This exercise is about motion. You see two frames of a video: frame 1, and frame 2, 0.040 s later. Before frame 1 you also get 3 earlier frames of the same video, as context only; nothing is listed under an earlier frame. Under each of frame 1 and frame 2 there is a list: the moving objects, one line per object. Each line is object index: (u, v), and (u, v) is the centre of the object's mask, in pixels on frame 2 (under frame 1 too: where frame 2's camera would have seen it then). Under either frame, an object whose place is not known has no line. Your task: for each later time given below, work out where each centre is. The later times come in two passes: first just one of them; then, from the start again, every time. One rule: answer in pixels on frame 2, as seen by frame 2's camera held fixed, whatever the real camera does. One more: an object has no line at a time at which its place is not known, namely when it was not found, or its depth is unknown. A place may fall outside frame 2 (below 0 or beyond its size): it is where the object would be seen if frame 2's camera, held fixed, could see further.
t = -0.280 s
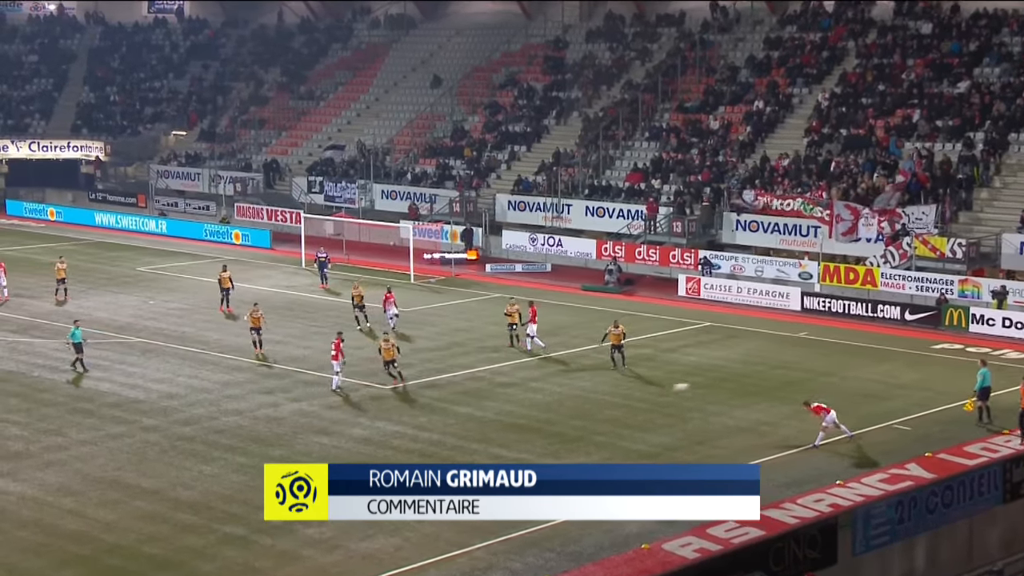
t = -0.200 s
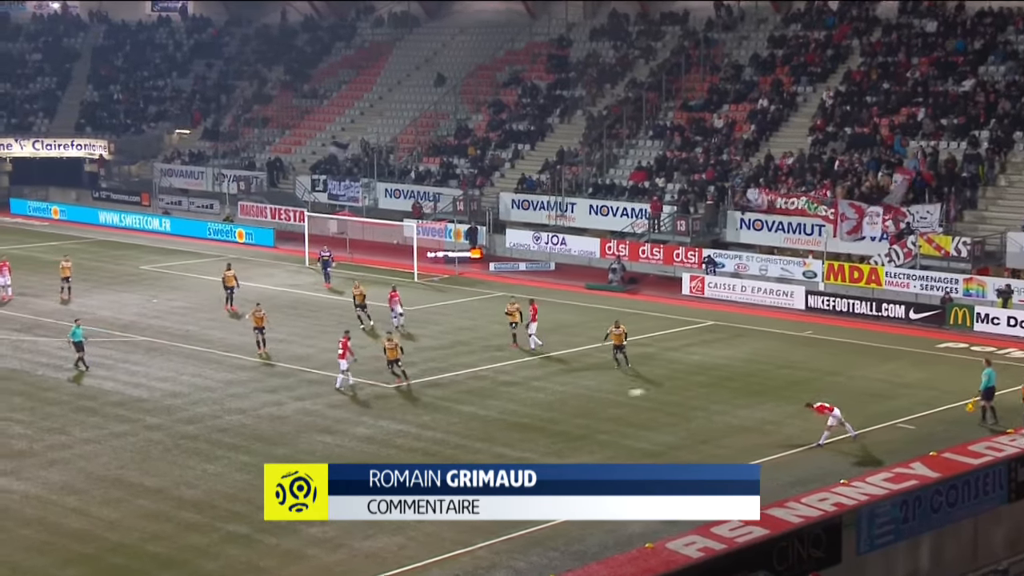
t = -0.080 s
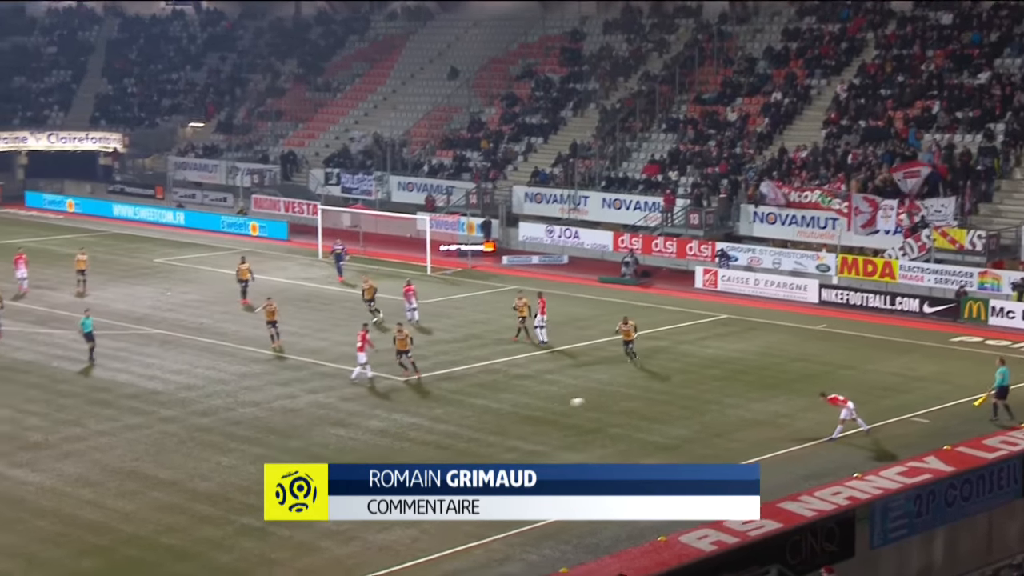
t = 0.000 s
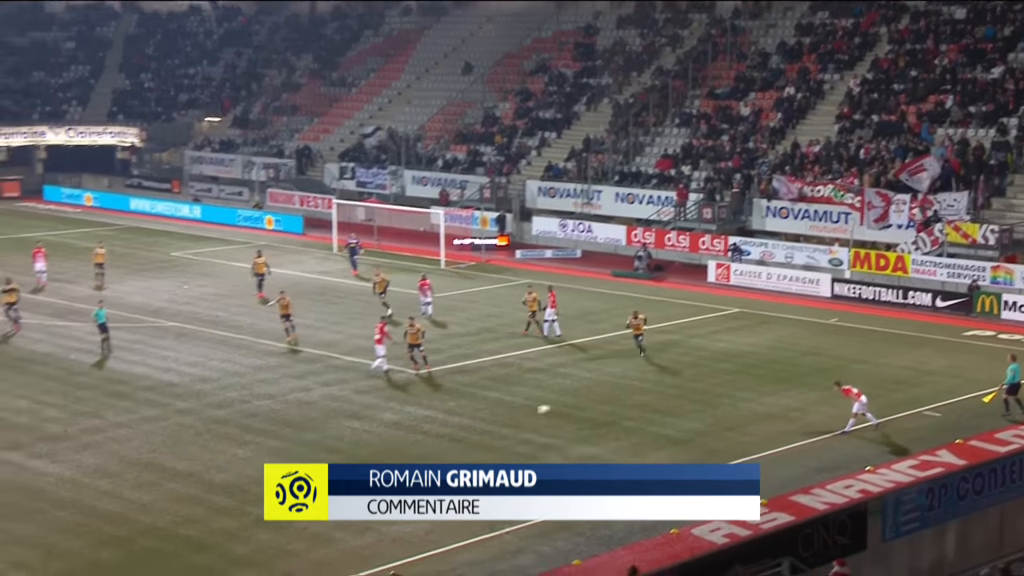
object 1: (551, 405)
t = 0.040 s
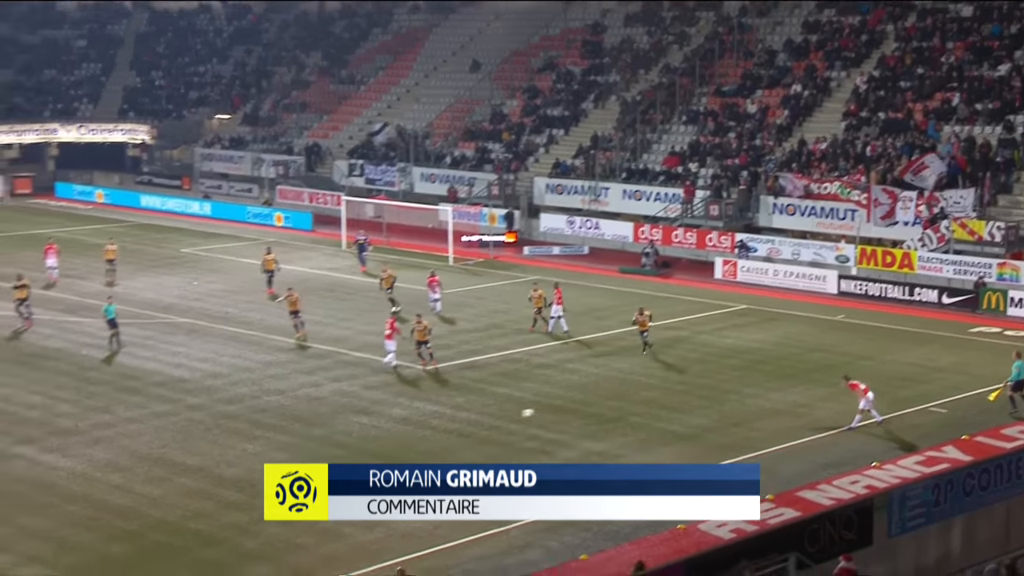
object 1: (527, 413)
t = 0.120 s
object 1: (481, 431)
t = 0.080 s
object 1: (505, 421)
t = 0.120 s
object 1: (481, 431)
